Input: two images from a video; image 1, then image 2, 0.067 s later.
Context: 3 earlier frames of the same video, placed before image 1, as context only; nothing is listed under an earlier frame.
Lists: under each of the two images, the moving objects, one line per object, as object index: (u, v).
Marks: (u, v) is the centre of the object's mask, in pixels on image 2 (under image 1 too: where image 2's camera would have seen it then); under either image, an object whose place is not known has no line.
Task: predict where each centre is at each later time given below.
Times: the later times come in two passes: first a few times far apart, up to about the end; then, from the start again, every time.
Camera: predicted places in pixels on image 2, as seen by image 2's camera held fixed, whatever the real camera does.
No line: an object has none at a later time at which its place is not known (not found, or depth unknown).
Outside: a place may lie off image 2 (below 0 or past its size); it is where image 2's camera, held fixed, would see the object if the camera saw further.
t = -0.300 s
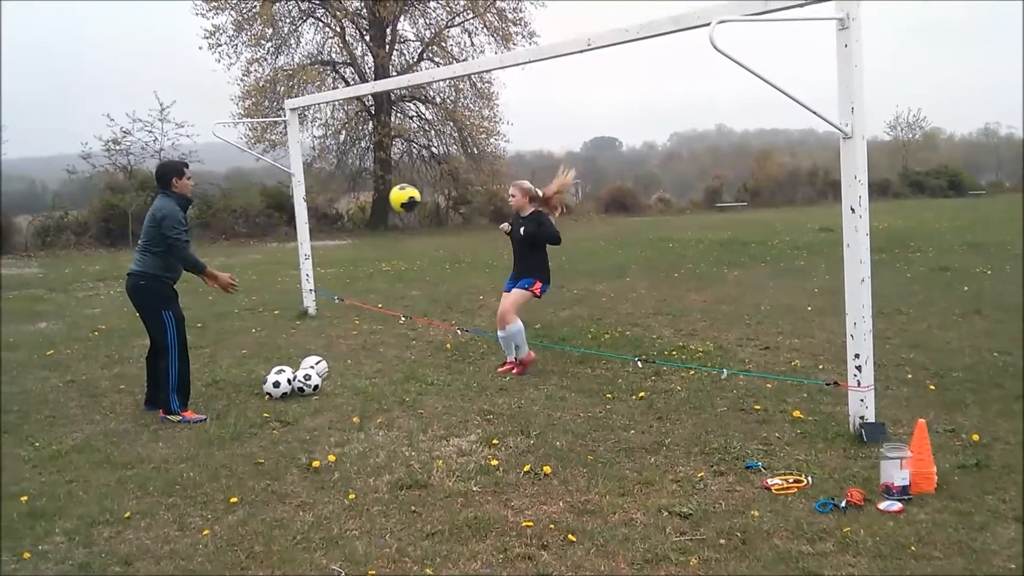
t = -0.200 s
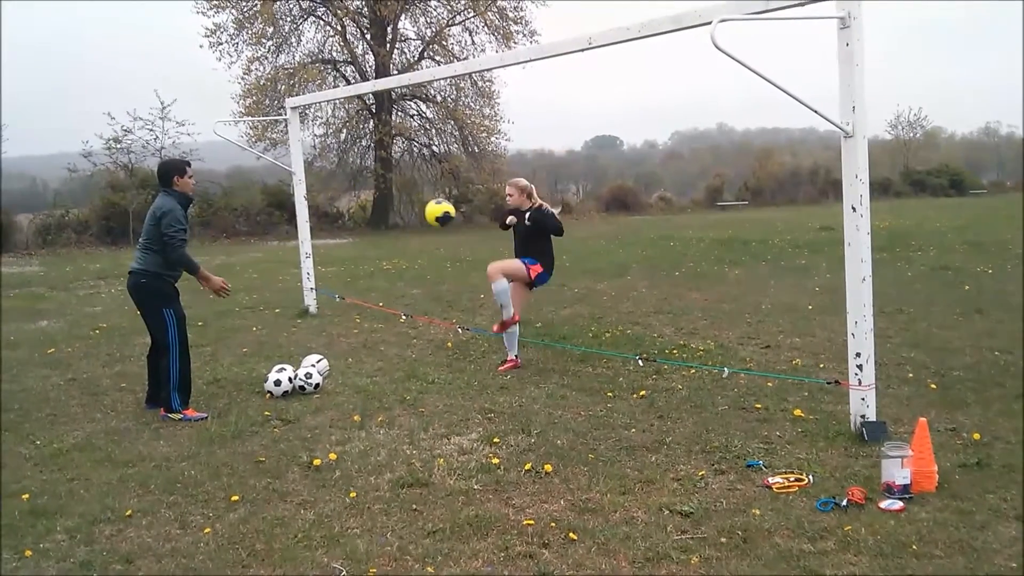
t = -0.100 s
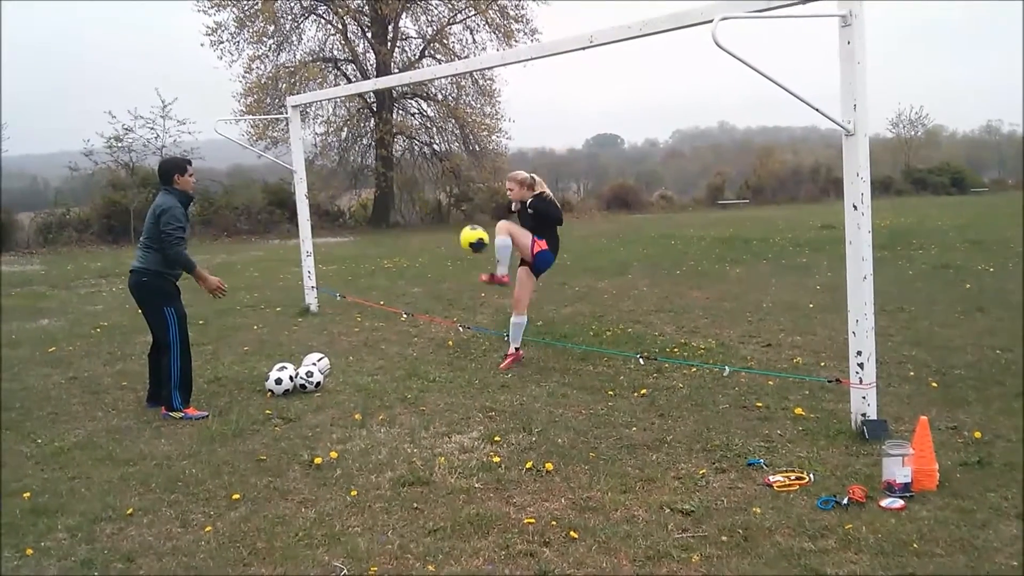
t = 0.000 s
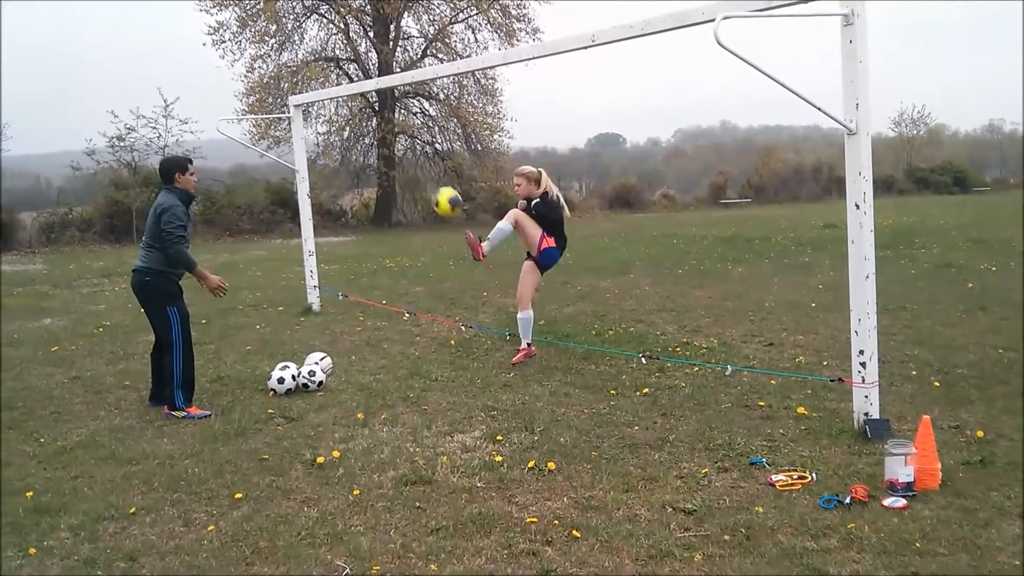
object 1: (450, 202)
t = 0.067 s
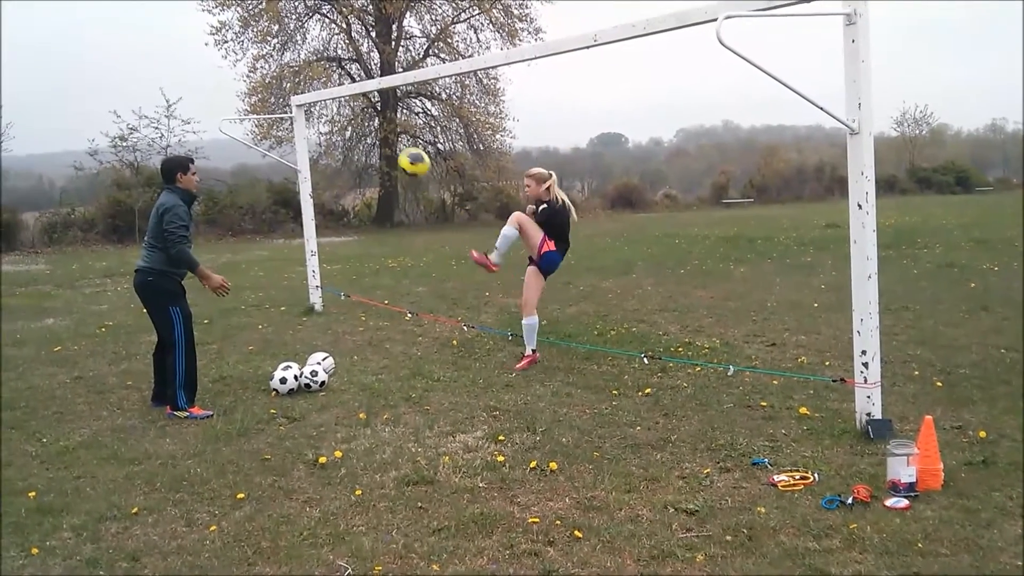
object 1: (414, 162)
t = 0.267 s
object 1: (304, 72)
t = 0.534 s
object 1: (147, 31)
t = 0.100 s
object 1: (395, 144)
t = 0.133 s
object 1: (378, 127)
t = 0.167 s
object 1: (359, 112)
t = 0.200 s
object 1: (341, 97)
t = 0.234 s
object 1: (322, 84)
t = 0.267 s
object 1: (304, 72)
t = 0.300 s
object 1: (286, 61)
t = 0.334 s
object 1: (265, 52)
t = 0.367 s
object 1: (245, 44)
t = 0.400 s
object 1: (227, 39)
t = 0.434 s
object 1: (207, 34)
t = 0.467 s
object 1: (186, 32)
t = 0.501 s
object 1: (167, 31)
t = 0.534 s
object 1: (147, 31)
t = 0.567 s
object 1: (127, 33)
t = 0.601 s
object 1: (107, 36)
